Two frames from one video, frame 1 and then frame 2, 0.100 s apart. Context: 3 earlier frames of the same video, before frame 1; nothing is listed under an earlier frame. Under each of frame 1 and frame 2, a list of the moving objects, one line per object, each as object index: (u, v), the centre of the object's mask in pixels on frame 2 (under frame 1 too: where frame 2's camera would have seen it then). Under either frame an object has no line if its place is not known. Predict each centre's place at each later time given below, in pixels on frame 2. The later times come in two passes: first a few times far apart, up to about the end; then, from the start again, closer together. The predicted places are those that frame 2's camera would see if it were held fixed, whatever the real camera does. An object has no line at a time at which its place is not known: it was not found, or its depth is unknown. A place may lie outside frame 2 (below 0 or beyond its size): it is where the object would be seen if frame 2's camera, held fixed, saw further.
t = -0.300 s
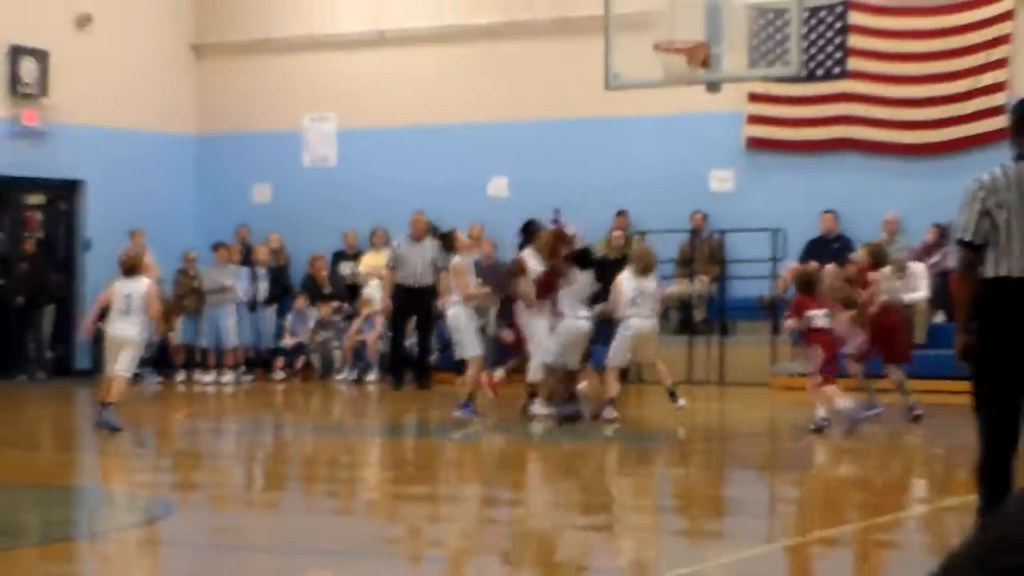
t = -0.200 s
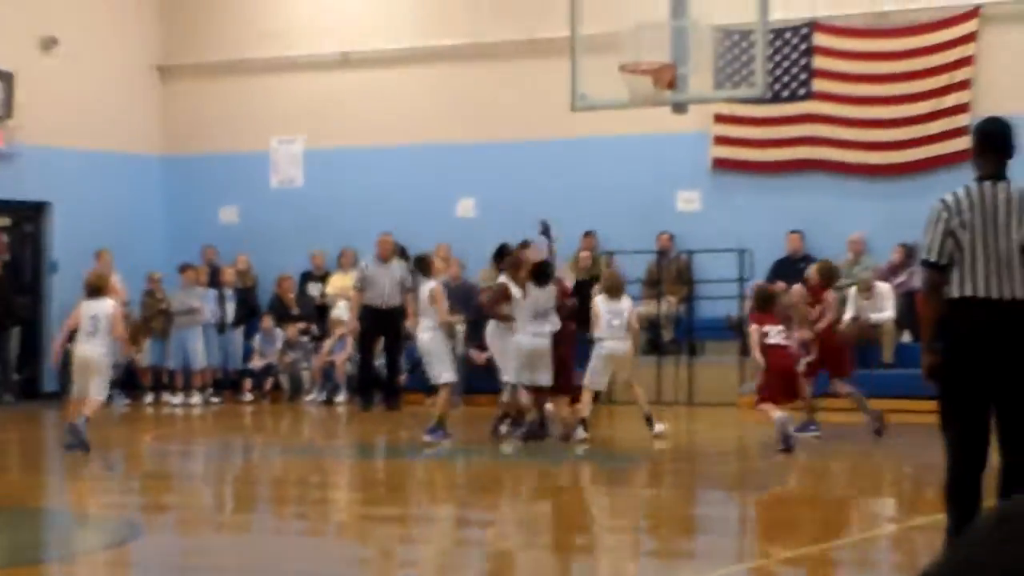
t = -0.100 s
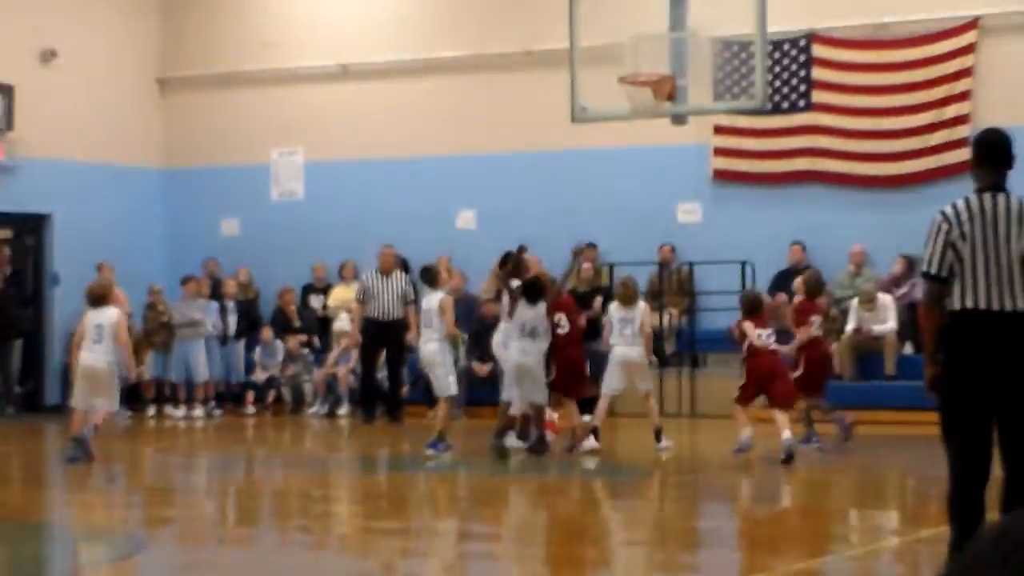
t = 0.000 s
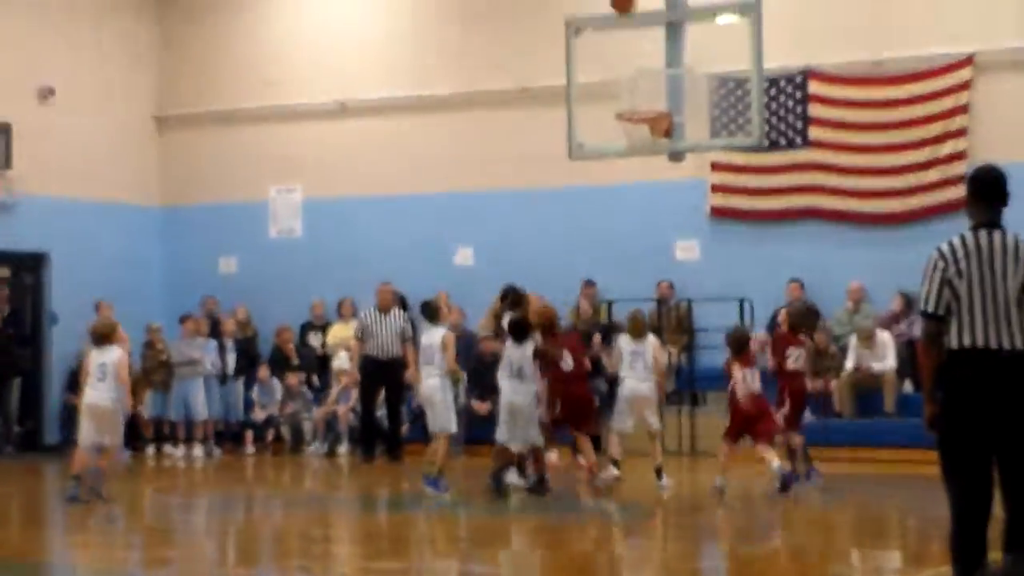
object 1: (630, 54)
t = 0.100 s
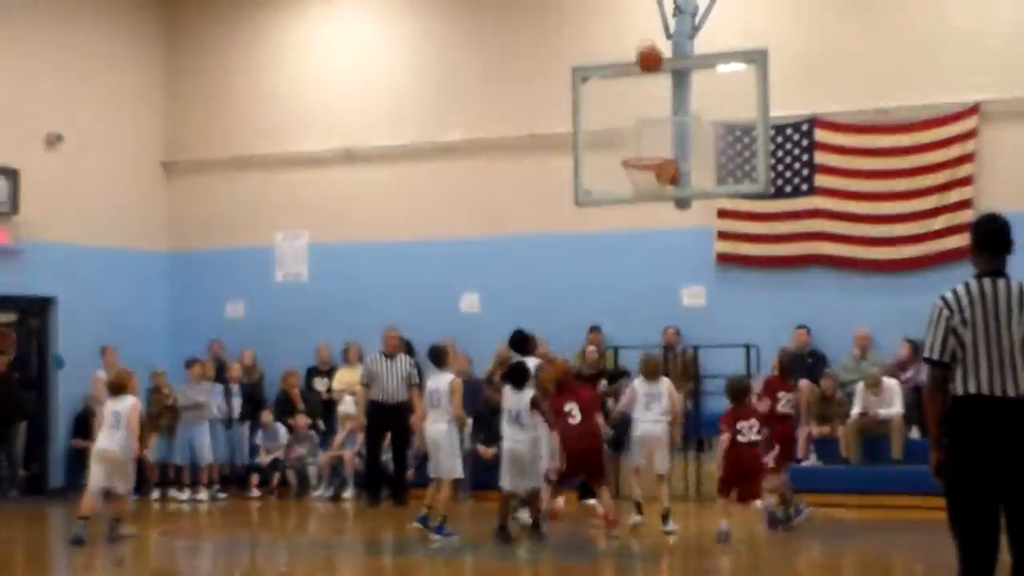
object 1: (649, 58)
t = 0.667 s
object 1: (617, 114)
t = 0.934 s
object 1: (569, 154)
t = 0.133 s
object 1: (655, 67)
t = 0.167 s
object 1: (665, 75)
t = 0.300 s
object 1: (673, 110)
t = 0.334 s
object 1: (670, 119)
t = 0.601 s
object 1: (629, 117)
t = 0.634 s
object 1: (623, 115)
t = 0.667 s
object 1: (617, 114)
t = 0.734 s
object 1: (606, 117)
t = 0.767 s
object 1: (600, 120)
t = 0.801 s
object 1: (593, 124)
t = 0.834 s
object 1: (588, 130)
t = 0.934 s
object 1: (569, 154)
